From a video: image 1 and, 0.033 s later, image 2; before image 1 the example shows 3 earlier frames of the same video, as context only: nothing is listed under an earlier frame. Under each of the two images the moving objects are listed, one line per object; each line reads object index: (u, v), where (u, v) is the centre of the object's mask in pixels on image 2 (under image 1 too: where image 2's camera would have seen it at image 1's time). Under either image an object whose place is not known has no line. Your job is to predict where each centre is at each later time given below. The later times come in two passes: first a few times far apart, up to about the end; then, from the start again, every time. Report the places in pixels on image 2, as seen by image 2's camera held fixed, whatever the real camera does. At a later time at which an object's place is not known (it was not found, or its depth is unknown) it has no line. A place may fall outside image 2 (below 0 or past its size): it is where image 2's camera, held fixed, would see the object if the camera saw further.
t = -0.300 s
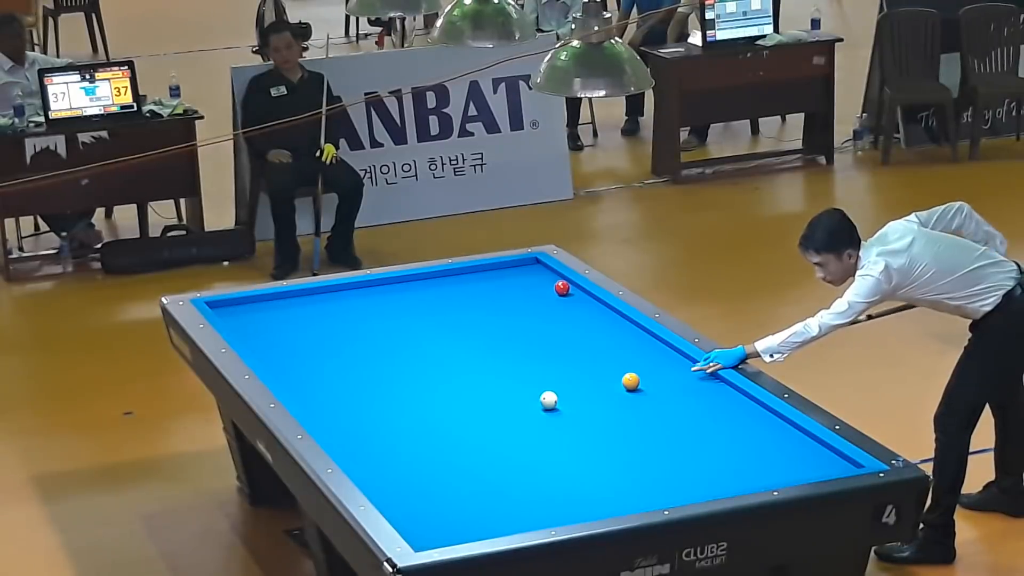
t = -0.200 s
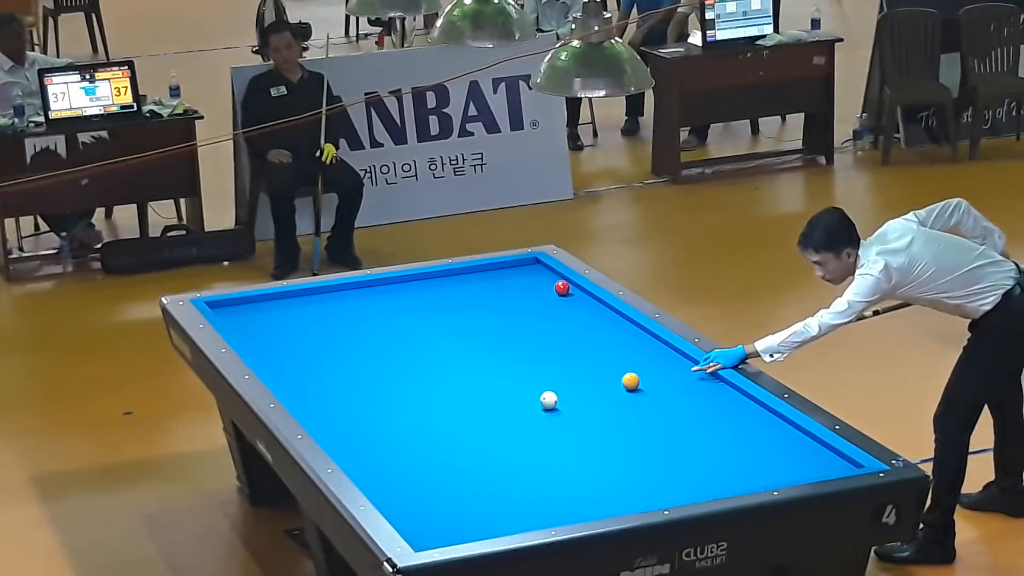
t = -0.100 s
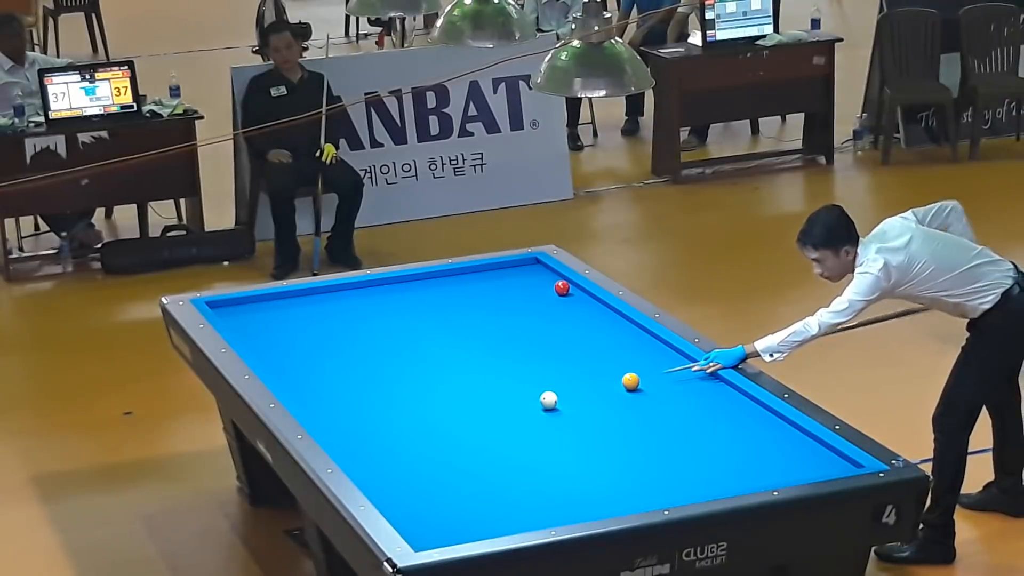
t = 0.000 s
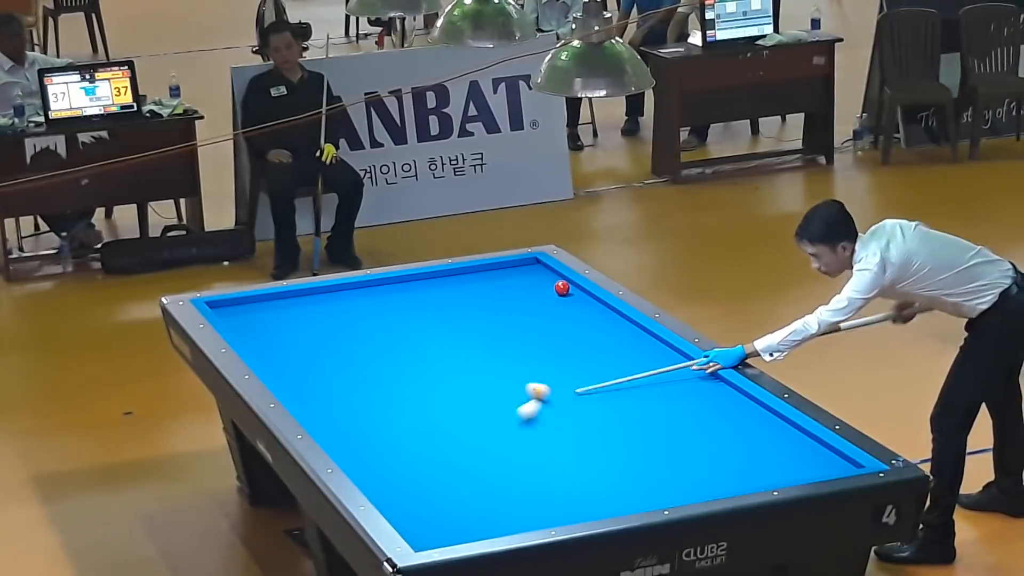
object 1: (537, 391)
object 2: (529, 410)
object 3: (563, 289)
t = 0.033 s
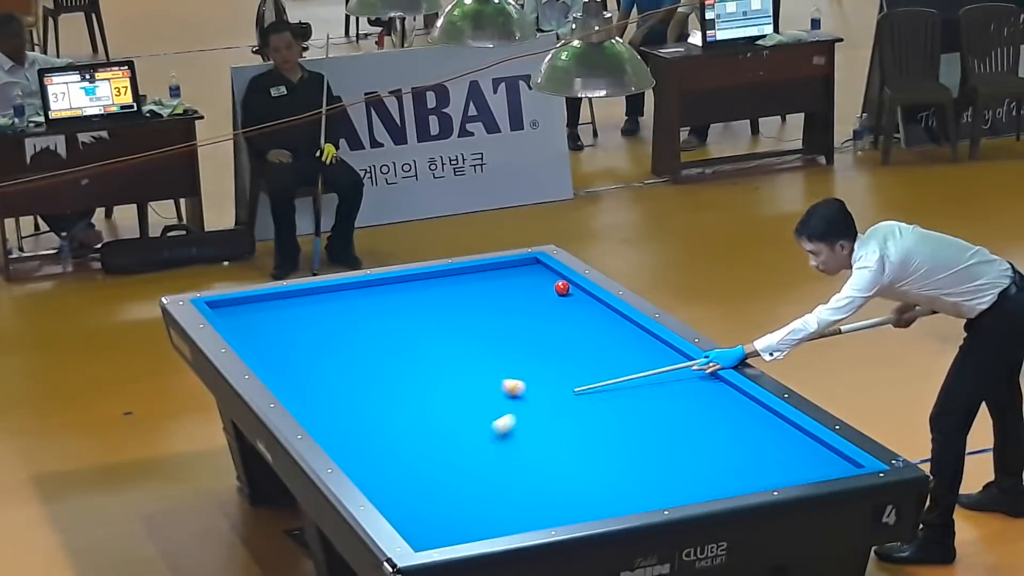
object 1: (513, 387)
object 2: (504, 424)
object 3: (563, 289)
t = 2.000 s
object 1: (619, 374)
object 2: (270, 358)
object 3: (562, 289)
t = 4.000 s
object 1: (427, 462)
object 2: (423, 307)
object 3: (563, 289)
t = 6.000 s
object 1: (534, 332)
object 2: (585, 342)
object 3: (563, 289)
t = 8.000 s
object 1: (536, 294)
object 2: (698, 374)
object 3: (532, 269)
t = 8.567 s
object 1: (518, 296)
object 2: (701, 384)
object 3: (523, 262)
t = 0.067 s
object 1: (489, 384)
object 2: (479, 438)
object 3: (563, 289)
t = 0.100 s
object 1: (466, 380)
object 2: (453, 453)
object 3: (563, 289)
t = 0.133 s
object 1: (443, 377)
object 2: (426, 469)
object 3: (563, 289)
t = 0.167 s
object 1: (422, 373)
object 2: (399, 484)
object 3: (563, 289)
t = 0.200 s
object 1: (400, 370)
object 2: (403, 494)
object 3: (563, 289)
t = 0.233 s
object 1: (380, 367)
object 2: (439, 495)
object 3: (562, 289)
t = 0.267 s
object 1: (361, 364)
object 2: (474, 497)
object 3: (563, 289)
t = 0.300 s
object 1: (341, 361)
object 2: (509, 498)
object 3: (562, 289)
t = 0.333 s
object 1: (323, 358)
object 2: (543, 499)
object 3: (562, 289)
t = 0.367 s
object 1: (305, 355)
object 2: (577, 502)
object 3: (562, 289)
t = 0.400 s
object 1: (287, 353)
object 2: (610, 502)
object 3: (562, 289)
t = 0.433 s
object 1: (270, 351)
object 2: (641, 500)
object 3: (563, 289)
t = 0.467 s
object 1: (255, 347)
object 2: (659, 494)
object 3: (562, 289)
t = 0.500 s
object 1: (256, 342)
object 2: (675, 487)
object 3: (562, 289)
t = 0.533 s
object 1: (261, 335)
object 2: (691, 478)
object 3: (562, 289)
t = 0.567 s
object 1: (266, 329)
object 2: (706, 470)
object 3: (562, 289)
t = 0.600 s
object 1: (270, 322)
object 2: (721, 463)
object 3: (563, 289)
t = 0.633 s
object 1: (274, 317)
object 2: (735, 455)
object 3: (563, 289)
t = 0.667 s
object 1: (277, 311)
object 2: (749, 448)
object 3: (563, 289)
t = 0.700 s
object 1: (279, 305)
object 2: (762, 442)
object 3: (563, 289)
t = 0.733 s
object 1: (281, 300)
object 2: (775, 436)
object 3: (563, 289)
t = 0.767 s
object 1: (283, 295)
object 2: (788, 430)
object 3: (563, 289)
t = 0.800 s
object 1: (295, 295)
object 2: (781, 426)
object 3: (563, 289)
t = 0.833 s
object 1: (310, 297)
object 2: (760, 424)
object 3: (563, 289)
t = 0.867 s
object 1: (325, 300)
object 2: (740, 422)
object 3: (563, 289)
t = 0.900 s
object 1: (339, 302)
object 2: (720, 420)
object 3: (563, 289)
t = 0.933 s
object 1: (354, 304)
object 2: (702, 419)
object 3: (563, 289)
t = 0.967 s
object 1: (369, 306)
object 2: (683, 417)
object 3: (563, 289)
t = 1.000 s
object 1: (383, 308)
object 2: (666, 415)
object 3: (563, 289)
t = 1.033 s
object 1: (397, 309)
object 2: (650, 413)
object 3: (563, 289)
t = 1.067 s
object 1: (411, 311)
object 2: (635, 411)
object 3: (563, 289)
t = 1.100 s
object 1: (425, 312)
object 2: (619, 409)
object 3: (563, 289)
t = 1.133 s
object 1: (438, 314)
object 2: (605, 407)
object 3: (563, 289)
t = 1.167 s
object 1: (452, 315)
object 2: (591, 405)
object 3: (563, 289)
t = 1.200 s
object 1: (465, 316)
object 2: (577, 403)
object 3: (563, 289)
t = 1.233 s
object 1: (478, 317)
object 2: (563, 401)
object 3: (563, 289)
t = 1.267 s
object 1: (492, 319)
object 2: (549, 399)
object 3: (563, 289)
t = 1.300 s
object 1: (505, 320)
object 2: (535, 397)
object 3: (563, 289)
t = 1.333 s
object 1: (518, 321)
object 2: (522, 395)
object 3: (563, 289)
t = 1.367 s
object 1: (531, 322)
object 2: (508, 392)
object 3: (563, 289)
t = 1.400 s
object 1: (544, 323)
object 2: (495, 391)
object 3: (563, 289)
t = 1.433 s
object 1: (558, 324)
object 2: (481, 389)
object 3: (563, 289)
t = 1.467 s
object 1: (572, 326)
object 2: (468, 386)
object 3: (563, 289)
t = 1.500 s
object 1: (585, 327)
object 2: (455, 385)
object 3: (563, 289)
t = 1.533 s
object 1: (599, 328)
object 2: (442, 383)
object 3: (563, 289)
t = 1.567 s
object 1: (612, 330)
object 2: (429, 381)
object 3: (563, 289)
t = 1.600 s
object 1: (626, 331)
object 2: (417, 379)
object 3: (563, 289)
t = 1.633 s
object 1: (640, 332)
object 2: (404, 377)
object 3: (563, 289)
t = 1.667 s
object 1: (642, 335)
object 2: (391, 375)
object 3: (563, 289)
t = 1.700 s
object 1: (639, 339)
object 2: (378, 374)
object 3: (563, 289)
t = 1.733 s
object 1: (635, 343)
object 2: (366, 372)
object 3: (563, 289)
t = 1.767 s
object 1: (632, 347)
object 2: (353, 370)
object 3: (563, 289)
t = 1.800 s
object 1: (629, 351)
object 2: (341, 369)
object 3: (563, 289)
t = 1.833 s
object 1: (627, 355)
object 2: (329, 367)
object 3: (563, 289)
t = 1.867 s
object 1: (625, 358)
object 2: (317, 365)
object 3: (563, 289)
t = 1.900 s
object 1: (624, 362)
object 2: (305, 363)
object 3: (563, 289)
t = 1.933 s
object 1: (623, 366)
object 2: (293, 362)
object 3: (563, 289)
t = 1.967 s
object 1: (621, 370)
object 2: (281, 360)
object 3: (563, 289)
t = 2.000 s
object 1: (619, 374)
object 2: (270, 358)
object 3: (562, 289)
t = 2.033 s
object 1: (618, 378)
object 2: (263, 356)
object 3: (563, 289)
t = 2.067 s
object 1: (616, 382)
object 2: (267, 353)
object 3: (562, 289)
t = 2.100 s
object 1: (615, 386)
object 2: (273, 351)
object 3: (563, 289)
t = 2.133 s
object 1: (613, 390)
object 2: (277, 348)
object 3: (562, 289)
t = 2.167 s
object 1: (611, 394)
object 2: (282, 344)
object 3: (563, 289)
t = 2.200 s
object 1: (610, 399)
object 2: (285, 342)
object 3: (562, 289)
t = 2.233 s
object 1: (608, 403)
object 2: (288, 339)
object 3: (562, 289)
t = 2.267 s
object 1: (606, 407)
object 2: (290, 337)
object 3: (563, 289)
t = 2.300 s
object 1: (605, 411)
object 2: (292, 334)
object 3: (562, 289)
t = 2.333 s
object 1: (603, 416)
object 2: (294, 332)
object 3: (562, 289)
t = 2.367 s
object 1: (601, 420)
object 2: (296, 329)
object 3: (562, 289)
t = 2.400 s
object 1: (600, 425)
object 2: (298, 327)
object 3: (562, 289)
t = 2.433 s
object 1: (598, 429)
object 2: (301, 325)
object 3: (563, 289)
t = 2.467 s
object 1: (596, 433)
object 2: (303, 322)
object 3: (562, 289)
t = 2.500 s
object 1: (594, 438)
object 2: (305, 320)
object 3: (562, 289)
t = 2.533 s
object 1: (592, 443)
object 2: (307, 317)
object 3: (563, 289)
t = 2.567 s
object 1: (591, 447)
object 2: (309, 315)
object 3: (563, 289)
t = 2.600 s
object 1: (589, 452)
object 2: (311, 312)
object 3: (563, 289)
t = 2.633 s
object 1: (587, 457)
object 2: (313, 310)
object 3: (563, 289)
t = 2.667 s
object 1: (585, 462)
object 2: (315, 308)
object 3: (563, 289)
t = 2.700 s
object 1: (583, 467)
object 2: (317, 306)
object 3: (563, 289)
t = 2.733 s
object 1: (581, 472)
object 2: (319, 303)
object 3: (563, 289)
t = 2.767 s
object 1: (579, 477)
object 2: (321, 301)
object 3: (563, 289)
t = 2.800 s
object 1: (577, 482)
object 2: (323, 299)
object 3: (563, 289)
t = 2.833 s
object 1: (575, 487)
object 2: (324, 297)
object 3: (563, 289)
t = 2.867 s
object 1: (574, 492)
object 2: (327, 295)
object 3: (563, 289)
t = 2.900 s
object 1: (572, 497)
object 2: (328, 293)
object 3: (563, 289)
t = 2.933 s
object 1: (570, 502)
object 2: (330, 290)
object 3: (563, 289)
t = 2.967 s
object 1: (568, 507)
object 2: (332, 288)
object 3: (563, 289)
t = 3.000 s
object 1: (565, 511)
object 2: (334, 287)
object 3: (563, 289)
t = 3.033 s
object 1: (563, 514)
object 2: (337, 288)
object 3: (563, 289)
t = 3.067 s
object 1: (554, 515)
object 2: (341, 289)
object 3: (563, 288)
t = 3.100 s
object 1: (543, 515)
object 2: (344, 290)
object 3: (563, 289)
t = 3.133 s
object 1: (531, 514)
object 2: (347, 291)
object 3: (563, 288)
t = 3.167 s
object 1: (520, 513)
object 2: (350, 292)
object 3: (563, 289)
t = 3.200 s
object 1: (509, 512)
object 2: (353, 292)
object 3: (563, 289)
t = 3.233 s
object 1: (499, 511)
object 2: (356, 293)
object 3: (563, 289)
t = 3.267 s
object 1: (488, 509)
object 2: (359, 293)
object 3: (563, 288)
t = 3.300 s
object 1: (478, 509)
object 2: (362, 294)
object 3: (563, 289)
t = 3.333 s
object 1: (468, 508)
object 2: (365, 295)
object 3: (563, 289)
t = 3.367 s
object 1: (457, 507)
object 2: (368, 295)
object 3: (563, 289)
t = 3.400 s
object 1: (447, 506)
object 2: (371, 296)
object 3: (563, 289)
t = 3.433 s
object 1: (437, 504)
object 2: (374, 296)
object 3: (563, 289)
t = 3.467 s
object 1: (427, 504)
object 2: (376, 297)
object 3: (563, 289)
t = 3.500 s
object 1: (417, 503)
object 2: (379, 298)
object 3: (563, 289)
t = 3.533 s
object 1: (407, 501)
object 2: (382, 298)
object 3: (563, 289)
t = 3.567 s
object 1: (398, 500)
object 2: (385, 299)
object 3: (563, 289)
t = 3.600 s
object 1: (396, 498)
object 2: (388, 300)
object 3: (563, 289)
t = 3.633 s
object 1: (400, 495)
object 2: (391, 300)
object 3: (563, 289)
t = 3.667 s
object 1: (403, 492)
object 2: (394, 301)
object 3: (563, 289)
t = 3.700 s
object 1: (406, 489)
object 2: (397, 302)
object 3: (563, 289)
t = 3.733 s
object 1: (408, 486)
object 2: (400, 302)
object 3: (563, 289)
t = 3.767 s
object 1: (411, 483)
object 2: (403, 303)
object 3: (563, 289)
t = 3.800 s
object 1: (413, 480)
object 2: (405, 303)
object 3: (563, 289)
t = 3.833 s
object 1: (415, 477)
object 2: (408, 304)
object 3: (563, 289)
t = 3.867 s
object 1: (418, 474)
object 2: (411, 305)
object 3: (563, 289)
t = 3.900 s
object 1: (420, 471)
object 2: (414, 305)
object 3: (563, 289)
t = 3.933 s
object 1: (422, 468)
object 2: (417, 305)
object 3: (563, 289)
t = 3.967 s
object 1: (425, 465)
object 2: (420, 306)
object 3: (563, 289)
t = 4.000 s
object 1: (427, 462)
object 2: (423, 307)
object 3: (563, 289)
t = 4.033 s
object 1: (429, 460)
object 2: (426, 308)
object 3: (563, 289)
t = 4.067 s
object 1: (431, 457)
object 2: (429, 308)
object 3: (563, 288)
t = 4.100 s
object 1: (433, 454)
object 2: (431, 309)
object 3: (563, 289)
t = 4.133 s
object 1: (436, 451)
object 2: (434, 309)
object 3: (563, 289)
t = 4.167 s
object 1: (438, 449)
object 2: (437, 310)
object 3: (563, 289)
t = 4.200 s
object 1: (440, 446)
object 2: (440, 310)
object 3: (563, 289)
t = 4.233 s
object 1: (442, 443)
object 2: (443, 311)
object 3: (563, 288)
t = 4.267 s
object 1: (445, 441)
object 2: (446, 311)
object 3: (563, 289)
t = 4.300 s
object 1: (447, 438)
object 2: (449, 312)
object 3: (563, 288)
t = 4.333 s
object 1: (448, 436)
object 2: (451, 313)
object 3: (563, 289)
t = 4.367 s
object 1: (451, 433)
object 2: (454, 313)
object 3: (563, 289)
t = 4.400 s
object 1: (453, 431)
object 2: (457, 314)
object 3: (563, 289)
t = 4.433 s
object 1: (455, 428)
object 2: (460, 315)
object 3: (563, 288)
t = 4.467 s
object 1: (457, 426)
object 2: (463, 315)
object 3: (563, 288)
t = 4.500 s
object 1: (459, 423)
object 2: (465, 316)
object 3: (563, 288)
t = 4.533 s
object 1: (461, 421)
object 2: (468, 316)
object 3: (563, 288)
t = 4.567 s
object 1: (463, 418)
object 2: (471, 317)
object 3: (563, 289)
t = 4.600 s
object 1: (465, 416)
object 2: (474, 317)
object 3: (563, 289)
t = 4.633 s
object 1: (466, 414)
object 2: (477, 318)
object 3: (563, 289)
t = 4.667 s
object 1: (468, 411)
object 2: (479, 319)
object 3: (563, 289)
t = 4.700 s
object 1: (471, 409)
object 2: (482, 319)
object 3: (563, 289)
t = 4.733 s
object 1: (472, 407)
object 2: (485, 320)
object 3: (563, 289)
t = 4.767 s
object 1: (474, 404)
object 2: (488, 320)
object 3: (563, 289)
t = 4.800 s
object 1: (476, 402)
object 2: (490, 321)
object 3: (563, 289)
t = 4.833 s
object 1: (478, 400)
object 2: (493, 322)
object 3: (563, 289)
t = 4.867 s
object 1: (480, 398)
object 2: (496, 322)
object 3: (563, 289)
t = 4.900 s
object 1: (481, 396)
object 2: (499, 323)
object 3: (563, 289)
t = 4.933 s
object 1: (483, 393)
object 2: (501, 323)
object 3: (563, 289)
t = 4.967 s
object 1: (485, 391)
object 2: (504, 324)
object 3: (563, 289)
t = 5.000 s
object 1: (487, 389)
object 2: (507, 325)
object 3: (562, 289)
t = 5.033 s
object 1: (488, 387)
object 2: (509, 325)
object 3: (563, 289)
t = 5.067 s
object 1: (490, 385)
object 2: (512, 326)
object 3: (562, 289)
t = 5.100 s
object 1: (492, 383)
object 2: (515, 326)
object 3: (562, 289)
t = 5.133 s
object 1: (494, 380)
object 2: (518, 327)
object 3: (563, 289)
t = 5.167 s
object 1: (495, 379)
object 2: (520, 327)
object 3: (563, 289)
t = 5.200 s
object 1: (497, 377)
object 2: (523, 328)
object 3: (563, 289)
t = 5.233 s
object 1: (499, 375)
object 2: (526, 329)
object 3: (563, 289)
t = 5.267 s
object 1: (500, 372)
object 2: (528, 329)
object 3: (563, 289)
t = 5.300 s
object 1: (502, 370)
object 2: (531, 330)
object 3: (563, 289)
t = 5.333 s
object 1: (504, 368)
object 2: (533, 330)
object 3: (562, 289)
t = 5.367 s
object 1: (505, 366)
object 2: (536, 331)
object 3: (563, 289)
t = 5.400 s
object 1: (507, 365)
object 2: (539, 332)
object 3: (563, 289)
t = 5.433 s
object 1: (509, 363)
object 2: (542, 332)
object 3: (563, 289)
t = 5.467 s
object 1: (510, 360)
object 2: (544, 333)
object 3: (563, 289)
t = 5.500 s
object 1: (512, 359)
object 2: (547, 333)
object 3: (563, 289)
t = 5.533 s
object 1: (513, 357)
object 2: (549, 334)
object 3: (563, 289)
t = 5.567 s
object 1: (515, 355)
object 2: (552, 335)
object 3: (563, 289)
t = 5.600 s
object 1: (517, 353)
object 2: (555, 335)
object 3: (563, 289)
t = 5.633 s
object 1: (518, 351)
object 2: (557, 336)
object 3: (563, 289)
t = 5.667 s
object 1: (519, 349)
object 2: (560, 336)
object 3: (563, 289)
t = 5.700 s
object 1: (521, 348)
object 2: (562, 337)
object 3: (563, 289)
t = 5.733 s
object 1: (523, 346)
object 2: (565, 337)
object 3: (563, 289)
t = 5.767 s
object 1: (524, 344)
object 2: (568, 338)
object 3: (563, 289)
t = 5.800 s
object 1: (526, 342)
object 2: (570, 339)
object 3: (563, 289)
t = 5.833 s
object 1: (527, 341)
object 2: (573, 339)
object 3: (563, 289)
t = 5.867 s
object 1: (528, 339)
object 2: (575, 340)
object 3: (563, 289)
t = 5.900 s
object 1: (530, 337)
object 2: (578, 340)
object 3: (563, 289)
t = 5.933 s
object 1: (531, 335)
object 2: (580, 341)
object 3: (563, 289)
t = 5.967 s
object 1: (533, 334)
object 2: (583, 342)
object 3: (563, 289)
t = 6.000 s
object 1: (534, 332)
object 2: (585, 342)
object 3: (563, 289)
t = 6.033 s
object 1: (536, 330)
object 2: (588, 342)
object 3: (563, 289)
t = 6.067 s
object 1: (537, 329)
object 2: (590, 343)
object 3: (563, 289)
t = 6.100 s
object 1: (538, 327)
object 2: (593, 343)
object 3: (563, 289)
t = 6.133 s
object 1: (540, 325)
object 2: (595, 344)
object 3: (562, 289)
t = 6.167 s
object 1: (541, 324)
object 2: (598, 345)
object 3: (562, 289)
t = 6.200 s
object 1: (542, 322)
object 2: (600, 345)
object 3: (562, 289)
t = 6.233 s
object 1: (544, 320)
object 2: (603, 346)
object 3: (562, 289)
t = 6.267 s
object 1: (545, 319)
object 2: (605, 346)
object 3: (563, 289)
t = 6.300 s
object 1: (546, 317)
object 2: (608, 347)
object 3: (562, 289)
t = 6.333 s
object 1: (548, 316)
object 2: (610, 347)
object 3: (562, 289)
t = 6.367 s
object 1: (549, 314)
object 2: (612, 348)
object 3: (562, 289)
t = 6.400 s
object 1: (550, 312)
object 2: (615, 348)
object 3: (562, 289)
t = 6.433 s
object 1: (552, 311)
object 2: (617, 349)
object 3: (562, 289)
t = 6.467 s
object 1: (553, 309)
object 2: (620, 349)
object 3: (562, 289)
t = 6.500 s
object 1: (554, 308)
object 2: (622, 350)
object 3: (562, 289)
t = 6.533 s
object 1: (555, 306)
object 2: (624, 350)
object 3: (562, 289)
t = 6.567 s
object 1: (557, 305)
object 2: (627, 351)
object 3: (563, 289)
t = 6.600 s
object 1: (558, 303)
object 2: (629, 352)
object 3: (563, 288)
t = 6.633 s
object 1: (559, 302)
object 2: (632, 352)
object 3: (563, 288)
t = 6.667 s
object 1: (560, 300)
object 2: (634, 353)
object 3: (563, 287)
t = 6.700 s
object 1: (562, 299)
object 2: (636, 353)
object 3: (562, 286)
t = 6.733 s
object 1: (563, 297)
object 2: (639, 354)
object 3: (562, 286)
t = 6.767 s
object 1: (564, 296)
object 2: (641, 354)
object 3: (561, 285)
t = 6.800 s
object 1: (565, 295)
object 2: (643, 355)
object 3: (561, 285)
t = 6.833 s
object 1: (566, 293)
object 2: (646, 355)
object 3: (560, 285)
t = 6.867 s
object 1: (567, 292)
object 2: (648, 356)
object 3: (559, 286)
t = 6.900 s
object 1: (570, 291)
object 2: (650, 356)
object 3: (559, 286)
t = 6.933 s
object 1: (572, 291)
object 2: (653, 357)
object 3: (559, 286)
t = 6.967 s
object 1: (575, 290)
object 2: (655, 358)
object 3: (559, 286)
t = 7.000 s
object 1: (577, 290)
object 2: (657, 358)
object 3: (557, 285)
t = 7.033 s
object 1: (575, 290)
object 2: (660, 359)
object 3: (557, 285)
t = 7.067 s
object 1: (574, 290)
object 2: (662, 359)
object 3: (556, 284)
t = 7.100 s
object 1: (572, 290)
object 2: (664, 359)
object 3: (555, 284)
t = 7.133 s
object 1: (570, 290)
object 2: (666, 360)
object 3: (554, 283)
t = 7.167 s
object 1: (569, 290)
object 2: (669, 361)
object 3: (553, 282)
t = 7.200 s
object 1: (568, 291)
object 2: (671, 361)
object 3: (552, 282)
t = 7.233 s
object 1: (566, 291)
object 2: (673, 362)
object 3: (551, 281)
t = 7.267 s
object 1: (565, 291)
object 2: (675, 362)
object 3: (550, 281)
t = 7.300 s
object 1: (563, 291)
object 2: (678, 362)
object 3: (549, 280)
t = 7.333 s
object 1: (562, 291)
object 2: (680, 363)
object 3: (548, 279)
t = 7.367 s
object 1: (561, 291)
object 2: (682, 364)
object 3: (548, 279)
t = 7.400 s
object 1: (559, 292)
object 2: (684, 364)
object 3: (547, 278)
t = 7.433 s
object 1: (558, 292)
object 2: (687, 364)
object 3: (546, 278)
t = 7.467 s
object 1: (556, 292)
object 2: (689, 365)
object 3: (545, 277)
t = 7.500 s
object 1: (555, 292)
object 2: (691, 365)
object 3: (544, 277)
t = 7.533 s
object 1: (554, 292)
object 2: (693, 366)
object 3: (543, 276)
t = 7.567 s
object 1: (552, 292)
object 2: (695, 366)
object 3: (542, 275)
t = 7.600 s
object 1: (551, 292)
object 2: (696, 367)
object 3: (542, 275)
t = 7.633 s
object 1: (550, 292)
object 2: (696, 367)
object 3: (541, 274)
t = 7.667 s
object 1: (548, 293)
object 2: (697, 368)
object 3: (541, 274)
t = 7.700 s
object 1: (547, 293)
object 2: (697, 369)
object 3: (539, 273)
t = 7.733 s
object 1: (546, 293)
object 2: (697, 369)
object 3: (539, 273)
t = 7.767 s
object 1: (545, 293)
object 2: (697, 370)
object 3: (538, 273)
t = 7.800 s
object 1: (543, 293)
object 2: (697, 370)
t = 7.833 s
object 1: (542, 293)
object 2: (698, 371)
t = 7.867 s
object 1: (541, 294)
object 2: (698, 372)
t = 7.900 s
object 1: (540, 294)
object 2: (698, 372)
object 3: (535, 270)
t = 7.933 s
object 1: (539, 294)
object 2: (698, 373)
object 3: (534, 270)
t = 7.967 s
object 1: (537, 294)
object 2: (698, 373)
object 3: (533, 269)
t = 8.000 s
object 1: (536, 294)
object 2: (698, 374)
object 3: (532, 269)
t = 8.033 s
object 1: (535, 294)
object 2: (699, 375)
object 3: (532, 269)
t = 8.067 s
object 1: (534, 295)
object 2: (699, 375)
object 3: (531, 268)
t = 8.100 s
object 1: (533, 295)
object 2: (699, 376)
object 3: (530, 268)
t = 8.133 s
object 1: (532, 295)
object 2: (699, 376)
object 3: (530, 267)
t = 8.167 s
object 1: (531, 295)
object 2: (699, 377)
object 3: (529, 267)
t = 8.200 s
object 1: (530, 295)
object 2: (700, 377)
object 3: (528, 266)
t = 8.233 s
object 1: (528, 295)
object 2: (699, 378)
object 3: (527, 265)
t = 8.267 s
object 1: (527, 295)
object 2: (700, 379)
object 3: (527, 265)
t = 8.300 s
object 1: (526, 295)
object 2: (700, 379)
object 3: (526, 264)
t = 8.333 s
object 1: (525, 296)
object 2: (700, 380)
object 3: (525, 264)
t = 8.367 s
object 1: (524, 296)
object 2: (700, 380)
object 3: (525, 264)
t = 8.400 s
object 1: (523, 296)
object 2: (700, 381)
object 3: (524, 263)
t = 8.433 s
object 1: (522, 296)
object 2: (700, 381)
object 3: (524, 263)
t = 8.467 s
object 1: (521, 296)
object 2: (701, 382)
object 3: (523, 262)
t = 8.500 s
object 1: (520, 296)
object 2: (701, 383)
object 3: (523, 262)
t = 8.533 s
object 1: (519, 296)
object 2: (701, 383)
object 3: (523, 262)
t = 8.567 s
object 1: (518, 296)
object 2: (701, 384)
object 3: (523, 262)
